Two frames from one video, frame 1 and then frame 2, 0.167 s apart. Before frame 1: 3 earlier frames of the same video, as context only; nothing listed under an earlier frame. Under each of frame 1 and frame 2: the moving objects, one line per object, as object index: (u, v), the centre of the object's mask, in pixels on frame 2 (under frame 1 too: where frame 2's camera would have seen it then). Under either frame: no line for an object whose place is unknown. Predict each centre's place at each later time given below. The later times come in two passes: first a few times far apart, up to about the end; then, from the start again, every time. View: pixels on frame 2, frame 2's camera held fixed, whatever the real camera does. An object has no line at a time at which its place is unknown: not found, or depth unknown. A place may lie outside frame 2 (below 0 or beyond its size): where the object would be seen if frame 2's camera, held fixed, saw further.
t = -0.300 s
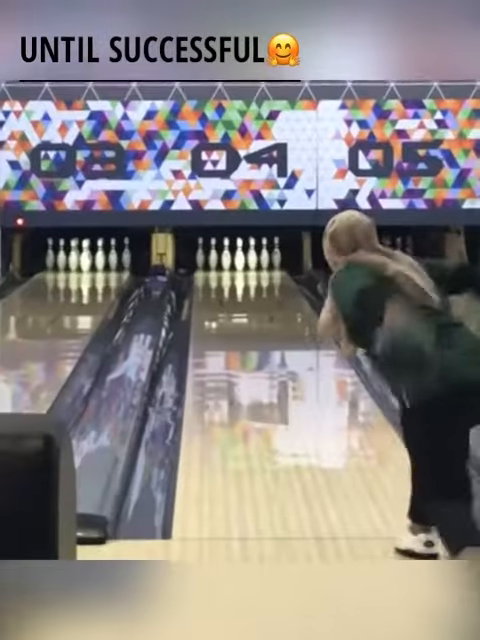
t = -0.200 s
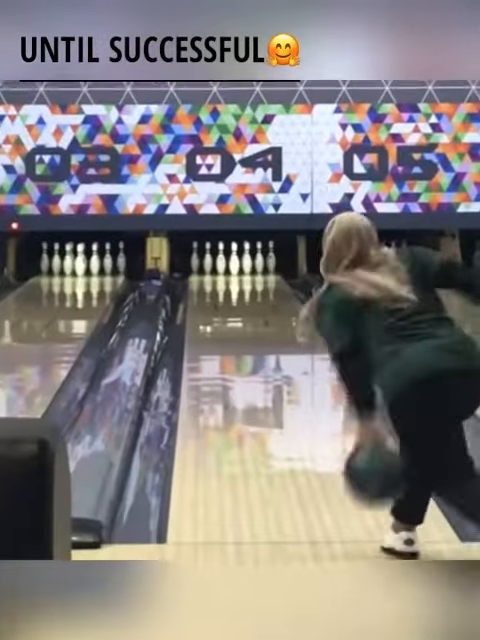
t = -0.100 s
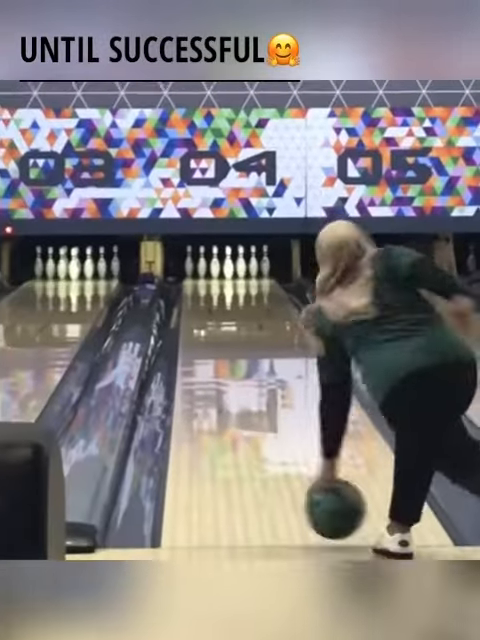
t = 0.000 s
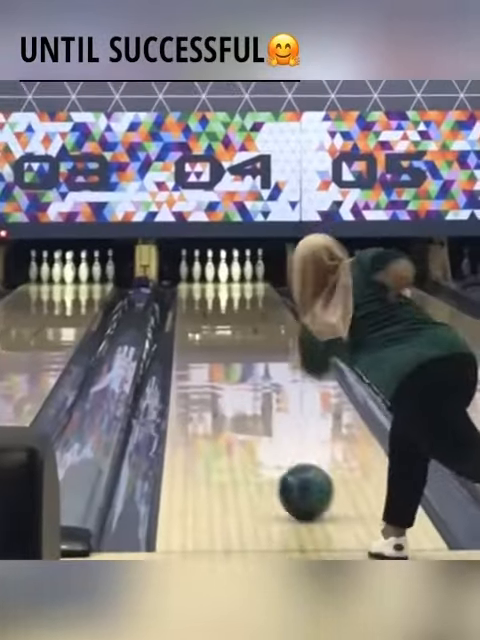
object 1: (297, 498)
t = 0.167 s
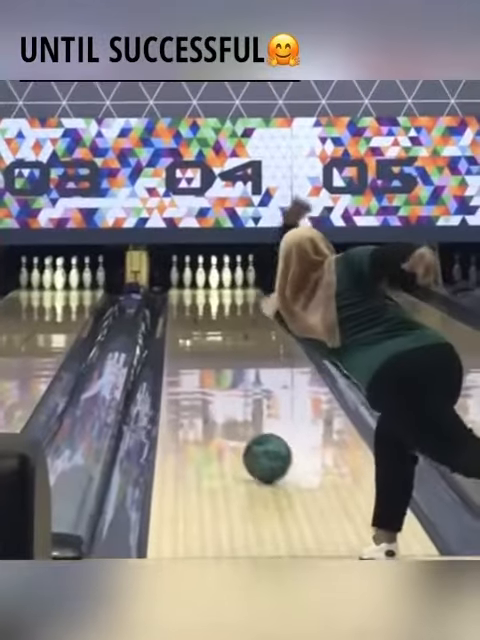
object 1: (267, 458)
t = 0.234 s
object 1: (257, 445)
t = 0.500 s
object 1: (230, 404)
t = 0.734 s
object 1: (213, 376)
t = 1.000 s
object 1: (201, 353)
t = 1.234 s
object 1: (193, 337)
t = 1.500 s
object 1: (188, 322)
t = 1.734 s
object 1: (188, 310)
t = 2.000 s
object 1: (191, 300)
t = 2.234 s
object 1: (197, 293)
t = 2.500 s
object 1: (203, 286)
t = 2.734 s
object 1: (207, 281)
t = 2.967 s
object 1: (204, 277)
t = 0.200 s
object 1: (262, 452)
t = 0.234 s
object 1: (257, 445)
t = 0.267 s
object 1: (253, 439)
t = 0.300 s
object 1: (249, 433)
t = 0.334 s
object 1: (245, 428)
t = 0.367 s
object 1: (242, 423)
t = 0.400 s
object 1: (239, 418)
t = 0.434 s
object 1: (236, 413)
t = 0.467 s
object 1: (233, 408)
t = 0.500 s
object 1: (230, 404)
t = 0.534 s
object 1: (227, 400)
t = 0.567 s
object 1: (224, 395)
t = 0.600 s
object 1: (222, 391)
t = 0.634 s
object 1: (219, 387)
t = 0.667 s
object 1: (217, 383)
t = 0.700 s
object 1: (215, 380)
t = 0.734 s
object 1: (213, 376)
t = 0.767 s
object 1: (211, 374)
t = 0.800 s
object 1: (209, 371)
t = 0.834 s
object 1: (207, 367)
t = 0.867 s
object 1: (206, 364)
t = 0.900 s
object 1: (205, 361)
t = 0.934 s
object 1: (204, 358)
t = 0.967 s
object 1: (202, 355)
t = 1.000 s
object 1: (201, 353)
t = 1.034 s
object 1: (199, 350)
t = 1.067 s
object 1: (198, 348)
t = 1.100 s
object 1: (197, 345)
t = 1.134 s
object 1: (195, 344)
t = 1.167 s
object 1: (195, 342)
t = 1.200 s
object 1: (194, 339)
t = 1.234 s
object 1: (193, 337)
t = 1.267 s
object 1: (192, 336)
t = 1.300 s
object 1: (191, 333)
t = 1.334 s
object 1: (191, 331)
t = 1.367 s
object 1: (191, 328)
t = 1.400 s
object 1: (189, 327)
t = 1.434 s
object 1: (189, 324)
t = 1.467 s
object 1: (188, 323)
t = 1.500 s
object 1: (188, 322)
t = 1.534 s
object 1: (188, 318)
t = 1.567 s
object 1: (188, 316)
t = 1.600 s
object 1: (188, 315)
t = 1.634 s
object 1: (188, 314)
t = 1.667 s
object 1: (188, 313)
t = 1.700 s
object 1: (188, 312)
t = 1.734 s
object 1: (188, 310)
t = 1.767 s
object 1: (188, 309)
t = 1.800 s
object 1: (189, 308)
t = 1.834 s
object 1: (188, 306)
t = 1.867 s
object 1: (189, 305)
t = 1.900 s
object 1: (190, 303)
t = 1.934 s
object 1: (190, 302)
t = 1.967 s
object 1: (191, 301)
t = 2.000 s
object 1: (191, 300)
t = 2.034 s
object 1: (192, 299)
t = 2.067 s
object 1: (193, 298)
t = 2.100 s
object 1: (193, 297)
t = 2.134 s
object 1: (194, 297)
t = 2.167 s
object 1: (195, 295)
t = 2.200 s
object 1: (196, 294)
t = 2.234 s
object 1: (197, 293)
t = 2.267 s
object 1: (198, 293)
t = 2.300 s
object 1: (199, 291)
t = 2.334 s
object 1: (199, 290)
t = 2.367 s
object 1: (200, 290)
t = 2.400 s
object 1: (201, 288)
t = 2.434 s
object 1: (202, 287)
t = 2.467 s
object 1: (203, 287)
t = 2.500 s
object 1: (203, 286)
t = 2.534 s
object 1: (204, 285)
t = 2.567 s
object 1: (204, 284)
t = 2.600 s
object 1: (205, 284)
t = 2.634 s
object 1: (206, 283)
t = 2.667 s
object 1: (207, 282)
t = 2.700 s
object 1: (208, 281)
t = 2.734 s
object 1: (207, 281)
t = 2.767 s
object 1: (206, 281)
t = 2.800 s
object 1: (208, 279)
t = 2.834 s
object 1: (207, 279)
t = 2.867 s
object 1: (207, 278)
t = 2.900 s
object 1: (205, 278)
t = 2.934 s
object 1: (204, 277)
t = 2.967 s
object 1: (204, 277)
